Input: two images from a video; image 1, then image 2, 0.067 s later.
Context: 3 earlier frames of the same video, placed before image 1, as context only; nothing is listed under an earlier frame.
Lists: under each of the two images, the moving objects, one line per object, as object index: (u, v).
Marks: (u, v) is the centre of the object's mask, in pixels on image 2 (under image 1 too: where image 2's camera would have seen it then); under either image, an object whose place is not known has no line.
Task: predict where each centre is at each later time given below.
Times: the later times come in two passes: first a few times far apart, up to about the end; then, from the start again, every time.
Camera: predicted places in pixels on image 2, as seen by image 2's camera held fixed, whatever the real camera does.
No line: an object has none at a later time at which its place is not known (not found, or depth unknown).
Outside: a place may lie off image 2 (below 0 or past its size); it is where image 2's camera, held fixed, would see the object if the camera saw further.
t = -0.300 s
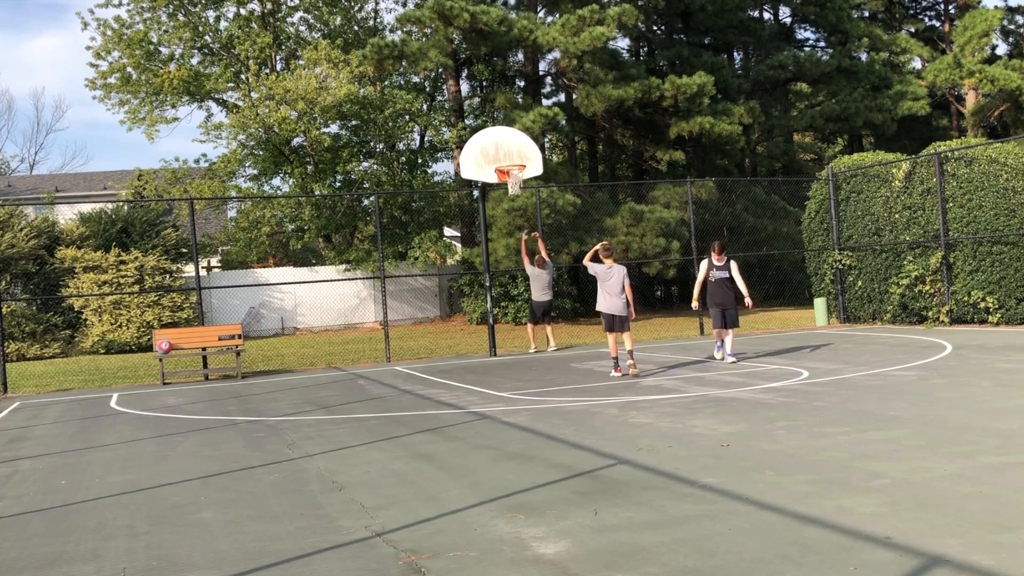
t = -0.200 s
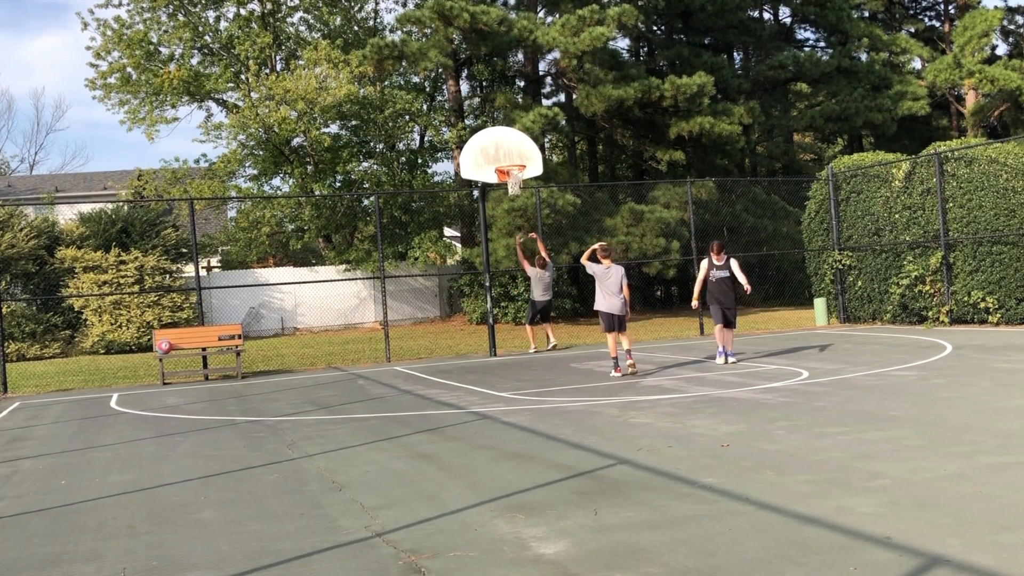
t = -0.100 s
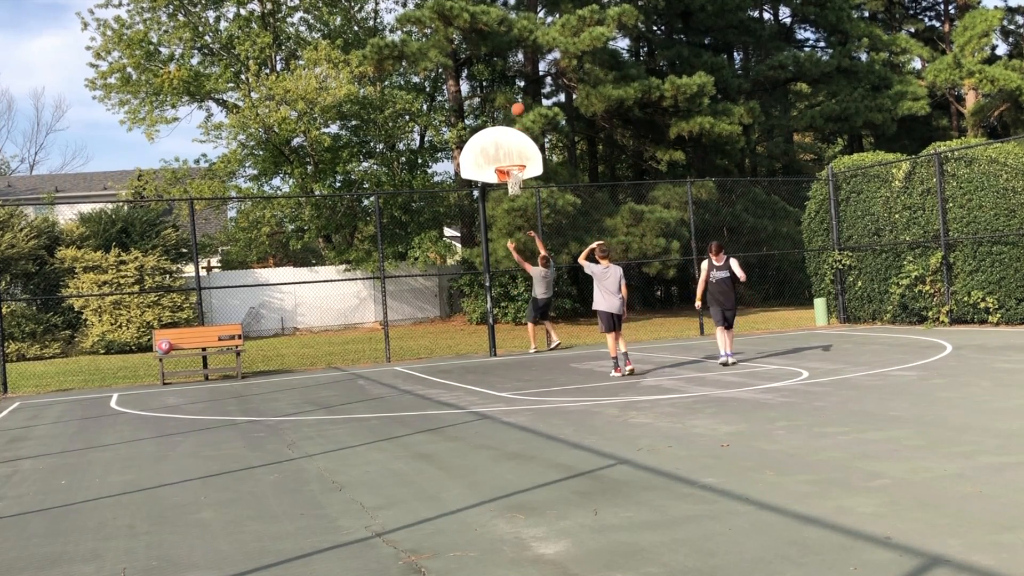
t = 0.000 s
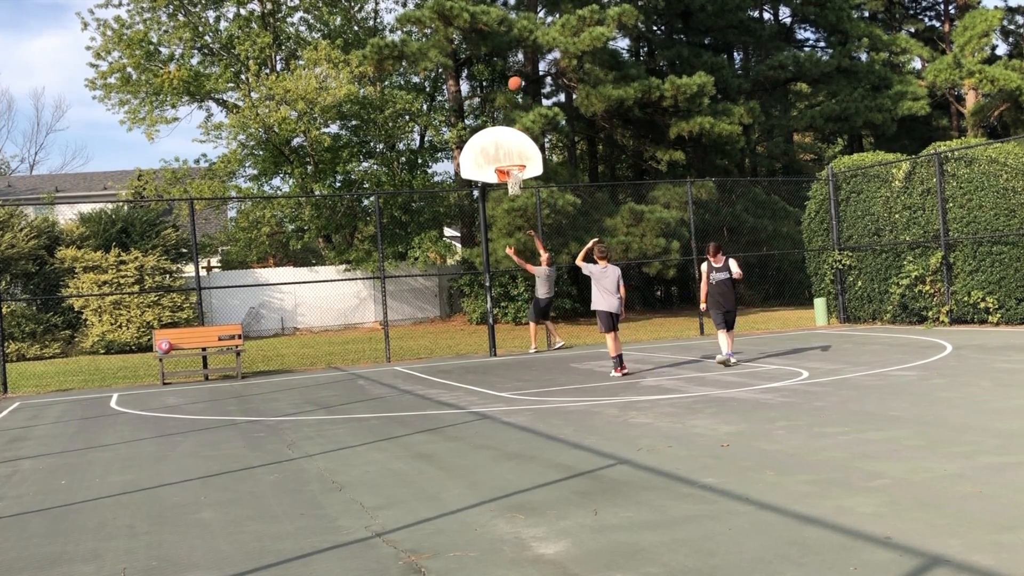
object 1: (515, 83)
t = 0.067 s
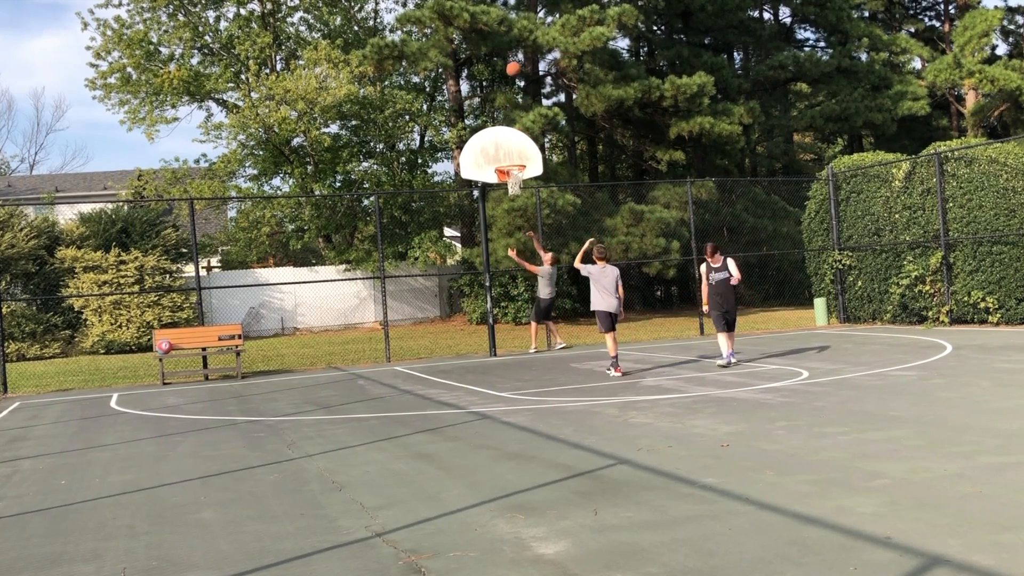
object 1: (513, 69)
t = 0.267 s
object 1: (509, 40)
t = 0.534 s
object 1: (507, 37)
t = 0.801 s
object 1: (507, 81)
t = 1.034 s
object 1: (511, 161)
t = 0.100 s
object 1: (512, 63)
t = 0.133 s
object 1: (511, 57)
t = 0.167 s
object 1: (511, 52)
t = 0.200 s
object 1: (511, 47)
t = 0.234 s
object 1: (510, 44)
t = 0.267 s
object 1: (509, 40)
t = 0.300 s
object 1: (509, 37)
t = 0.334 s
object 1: (509, 35)
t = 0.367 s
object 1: (508, 34)
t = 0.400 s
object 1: (508, 33)
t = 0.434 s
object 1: (507, 33)
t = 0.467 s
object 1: (507, 33)
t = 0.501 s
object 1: (507, 35)
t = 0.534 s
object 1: (507, 37)
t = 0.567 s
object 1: (507, 40)
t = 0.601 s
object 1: (507, 43)
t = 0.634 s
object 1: (507, 48)
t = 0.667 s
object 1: (507, 53)
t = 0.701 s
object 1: (506, 58)
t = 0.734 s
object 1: (506, 65)
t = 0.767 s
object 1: (507, 72)
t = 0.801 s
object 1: (507, 81)
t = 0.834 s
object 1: (508, 90)
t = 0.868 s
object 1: (508, 100)
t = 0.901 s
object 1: (509, 110)
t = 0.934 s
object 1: (509, 121)
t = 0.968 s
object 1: (510, 134)
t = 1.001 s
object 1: (511, 147)
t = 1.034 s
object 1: (511, 161)
